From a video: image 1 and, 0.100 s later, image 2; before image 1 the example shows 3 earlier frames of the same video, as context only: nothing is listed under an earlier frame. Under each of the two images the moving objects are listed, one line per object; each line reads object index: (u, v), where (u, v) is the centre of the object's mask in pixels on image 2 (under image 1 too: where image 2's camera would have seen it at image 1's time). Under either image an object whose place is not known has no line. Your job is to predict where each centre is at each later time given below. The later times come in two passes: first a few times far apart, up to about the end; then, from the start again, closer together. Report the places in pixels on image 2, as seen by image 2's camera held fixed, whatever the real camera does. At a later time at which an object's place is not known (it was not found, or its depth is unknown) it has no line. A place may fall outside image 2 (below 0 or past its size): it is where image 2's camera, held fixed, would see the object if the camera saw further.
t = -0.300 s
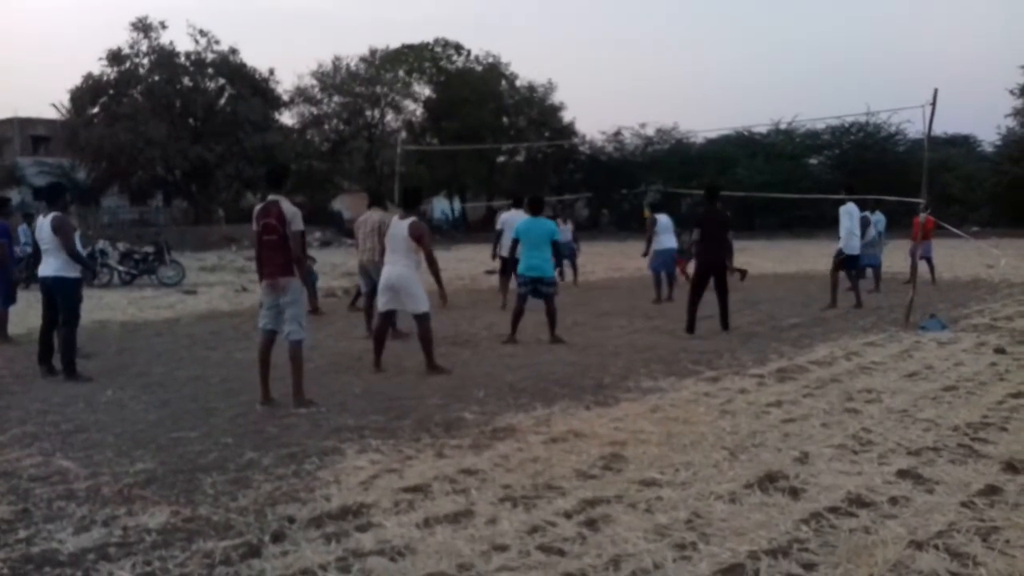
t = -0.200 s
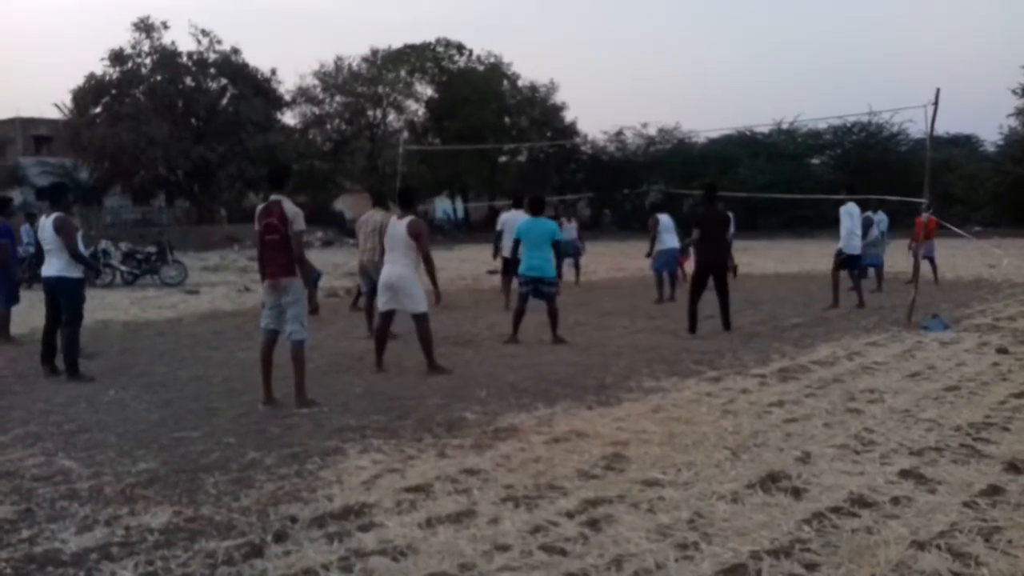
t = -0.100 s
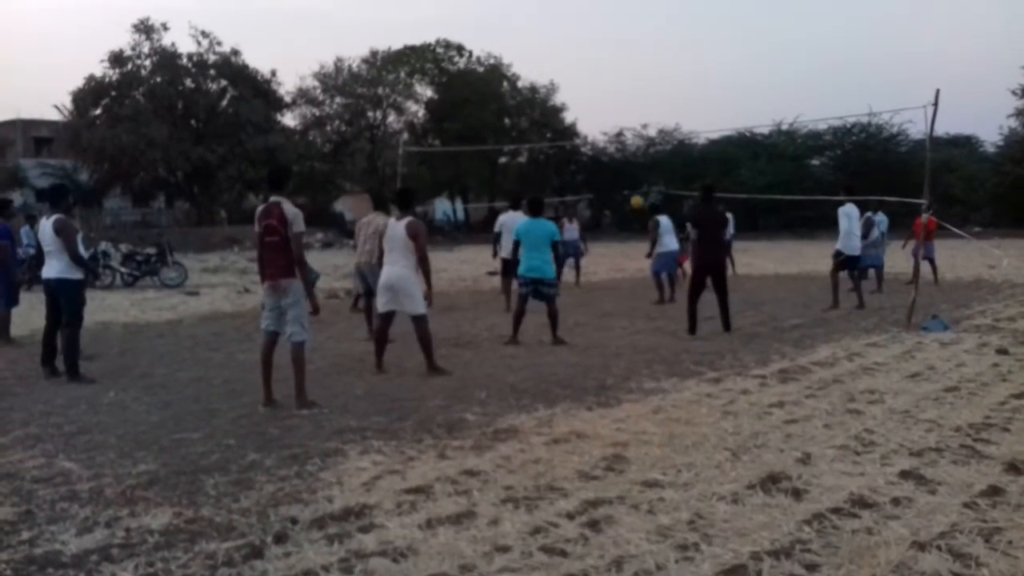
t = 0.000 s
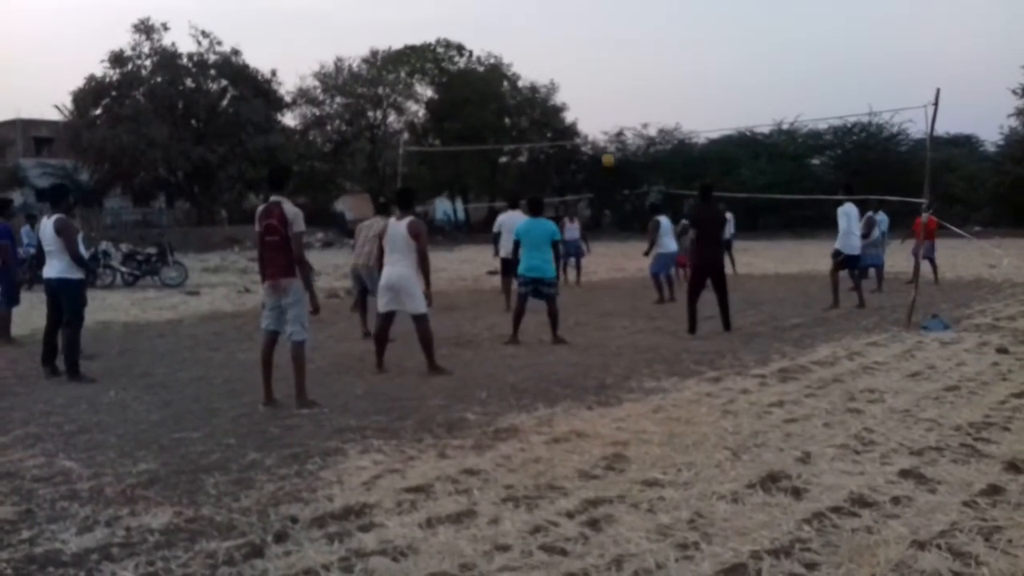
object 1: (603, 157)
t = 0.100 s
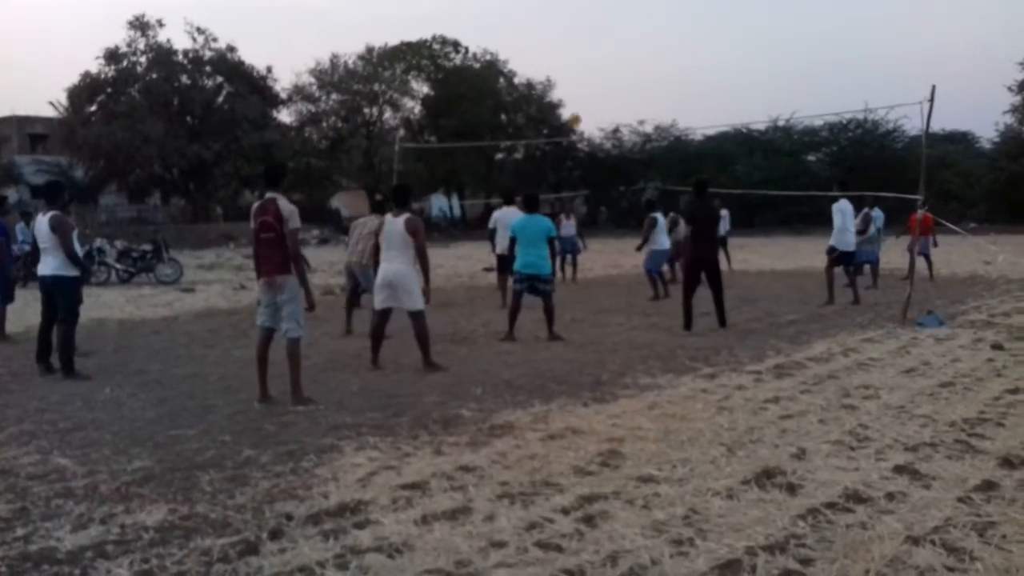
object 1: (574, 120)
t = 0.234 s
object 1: (535, 78)
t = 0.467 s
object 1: (462, 24)
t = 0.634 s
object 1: (409, 7)
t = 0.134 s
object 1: (564, 109)
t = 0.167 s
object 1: (556, 99)
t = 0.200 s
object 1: (546, 87)
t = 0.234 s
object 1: (535, 78)
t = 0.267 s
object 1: (524, 68)
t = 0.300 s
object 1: (514, 59)
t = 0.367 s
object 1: (494, 43)
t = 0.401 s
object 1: (484, 36)
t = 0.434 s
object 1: (473, 30)
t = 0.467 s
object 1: (462, 24)
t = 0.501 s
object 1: (452, 20)
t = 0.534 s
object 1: (441, 15)
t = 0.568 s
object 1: (431, 12)
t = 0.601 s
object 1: (420, 9)
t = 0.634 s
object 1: (409, 7)
